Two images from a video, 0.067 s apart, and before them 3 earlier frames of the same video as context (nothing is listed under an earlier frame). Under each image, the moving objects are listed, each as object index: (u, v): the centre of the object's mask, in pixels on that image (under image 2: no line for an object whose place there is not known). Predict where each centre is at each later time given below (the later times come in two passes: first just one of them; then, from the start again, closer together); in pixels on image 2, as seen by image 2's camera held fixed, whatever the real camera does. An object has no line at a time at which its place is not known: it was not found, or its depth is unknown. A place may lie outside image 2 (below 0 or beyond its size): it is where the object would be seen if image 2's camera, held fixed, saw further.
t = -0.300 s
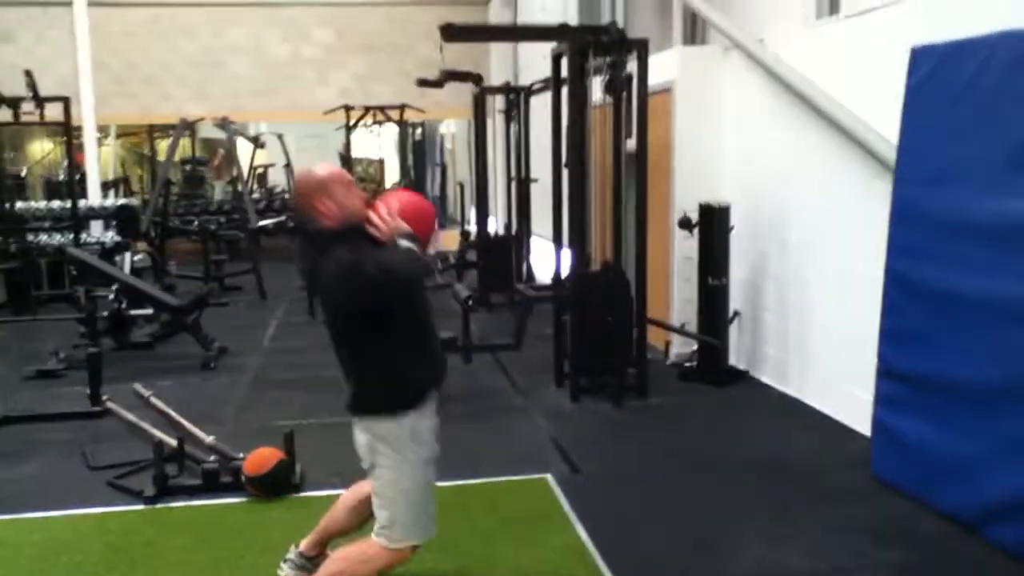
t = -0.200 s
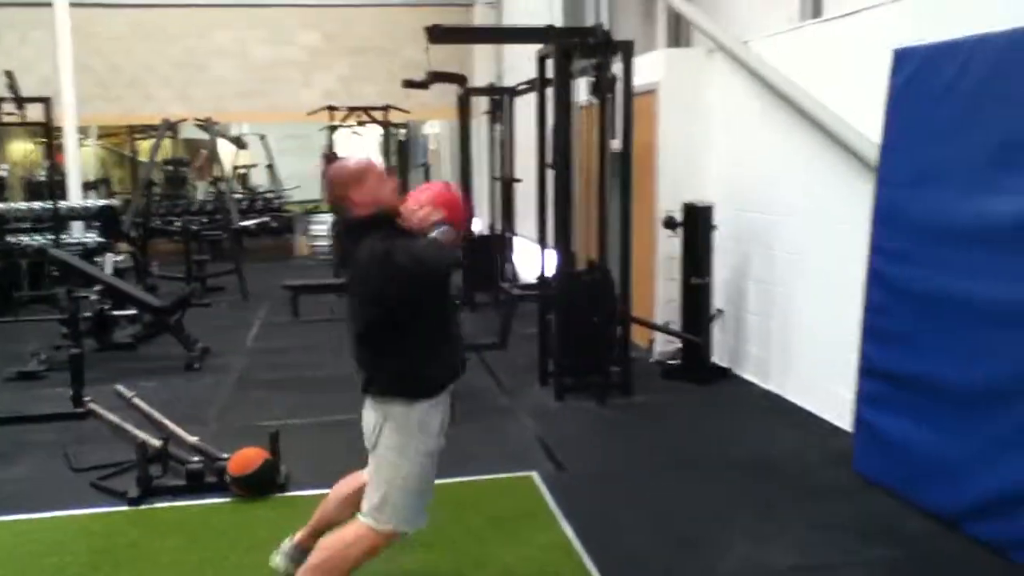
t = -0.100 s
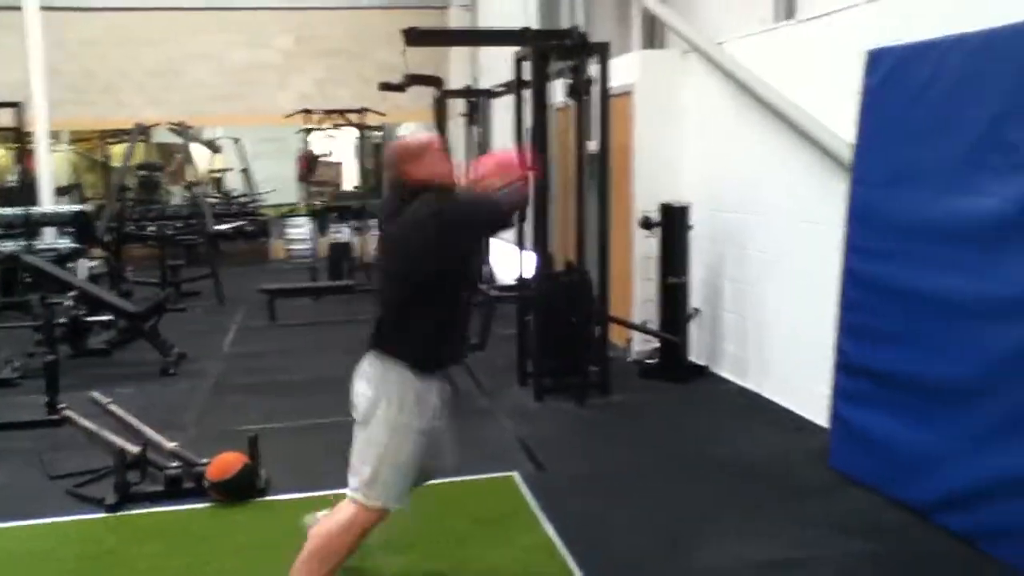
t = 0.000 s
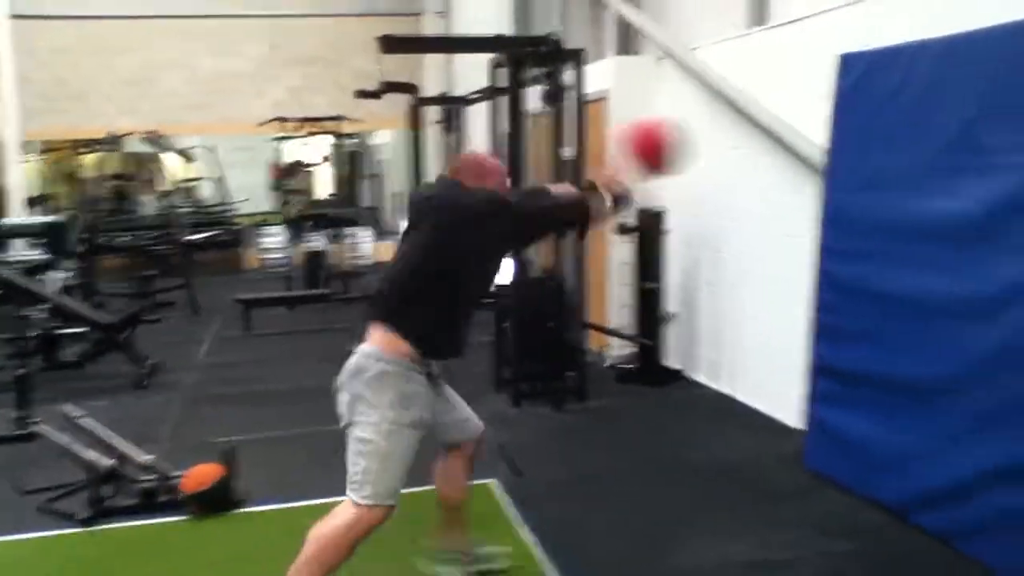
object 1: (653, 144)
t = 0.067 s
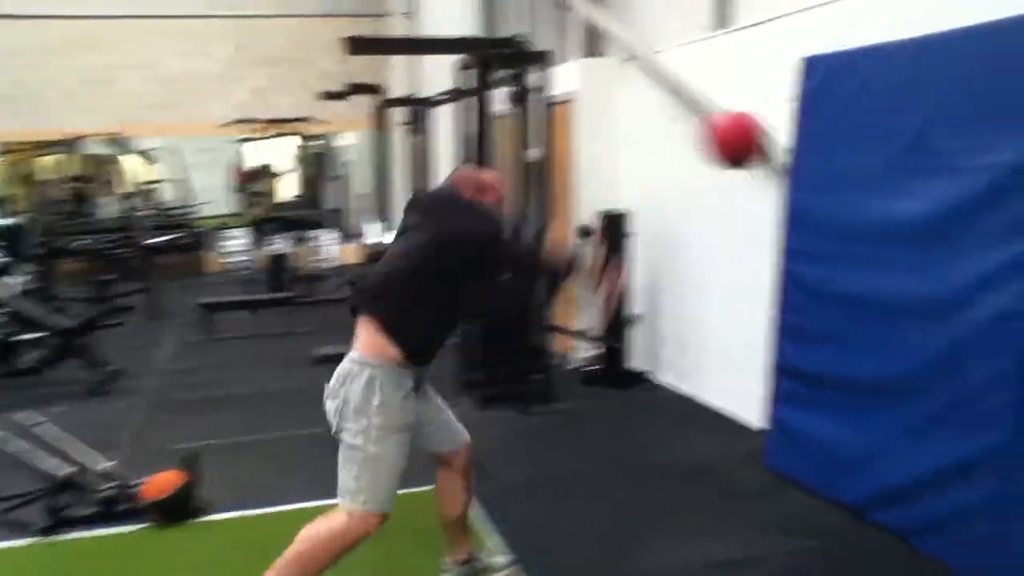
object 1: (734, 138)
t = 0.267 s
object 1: (922, 161)
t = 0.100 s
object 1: (799, 137)
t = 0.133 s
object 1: (847, 138)
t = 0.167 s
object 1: (901, 148)
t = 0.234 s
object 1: (931, 158)
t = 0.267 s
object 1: (922, 161)
